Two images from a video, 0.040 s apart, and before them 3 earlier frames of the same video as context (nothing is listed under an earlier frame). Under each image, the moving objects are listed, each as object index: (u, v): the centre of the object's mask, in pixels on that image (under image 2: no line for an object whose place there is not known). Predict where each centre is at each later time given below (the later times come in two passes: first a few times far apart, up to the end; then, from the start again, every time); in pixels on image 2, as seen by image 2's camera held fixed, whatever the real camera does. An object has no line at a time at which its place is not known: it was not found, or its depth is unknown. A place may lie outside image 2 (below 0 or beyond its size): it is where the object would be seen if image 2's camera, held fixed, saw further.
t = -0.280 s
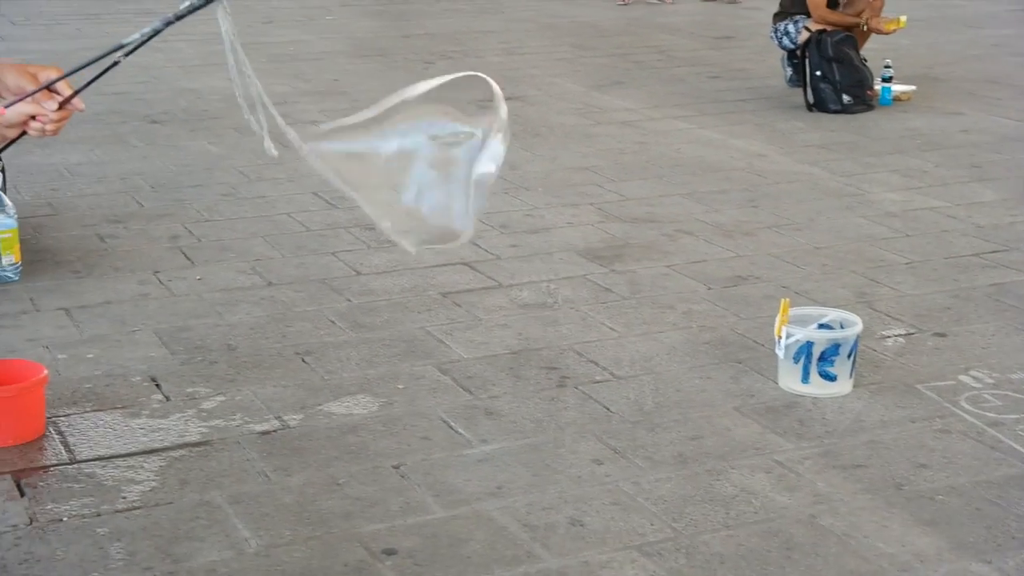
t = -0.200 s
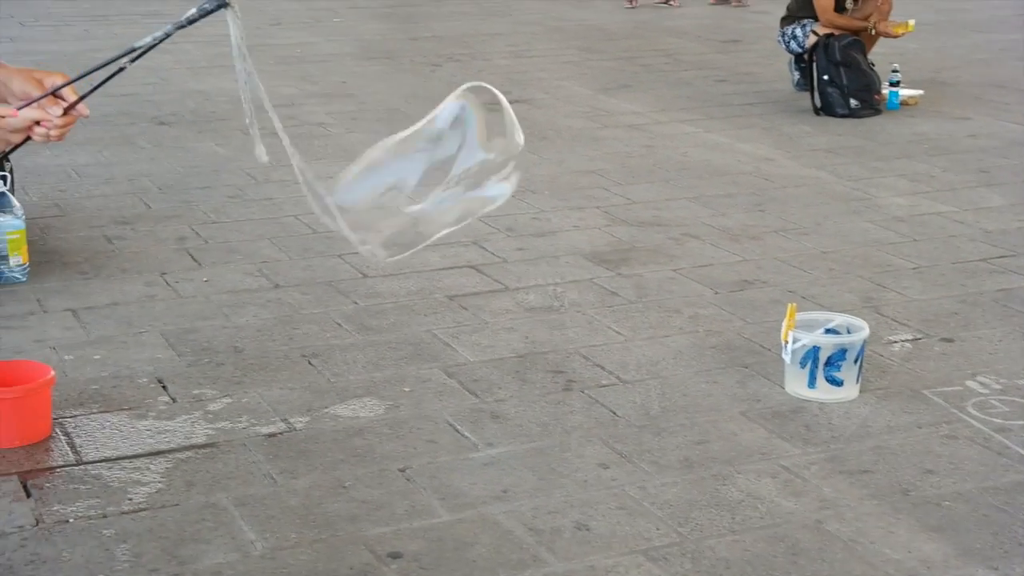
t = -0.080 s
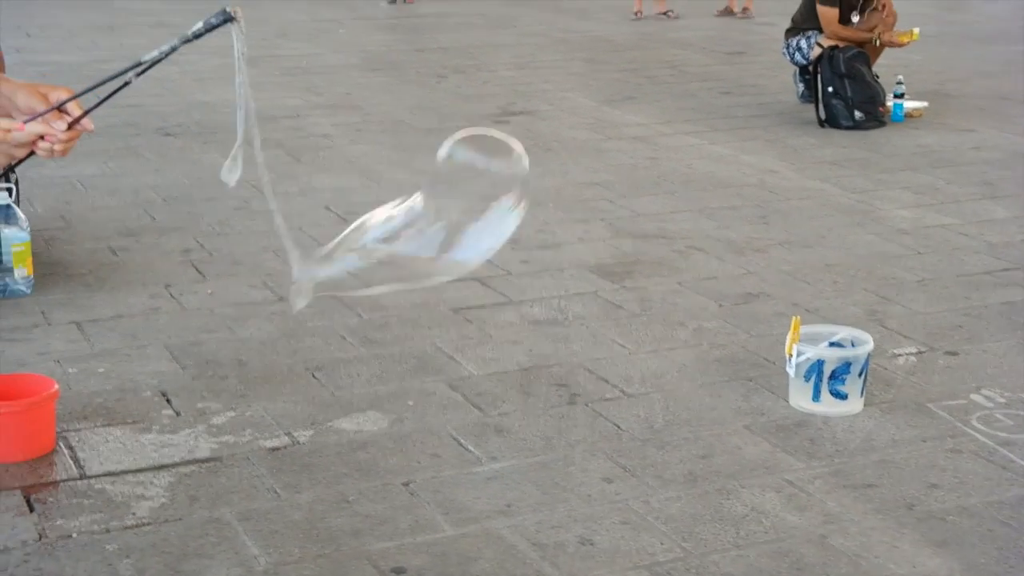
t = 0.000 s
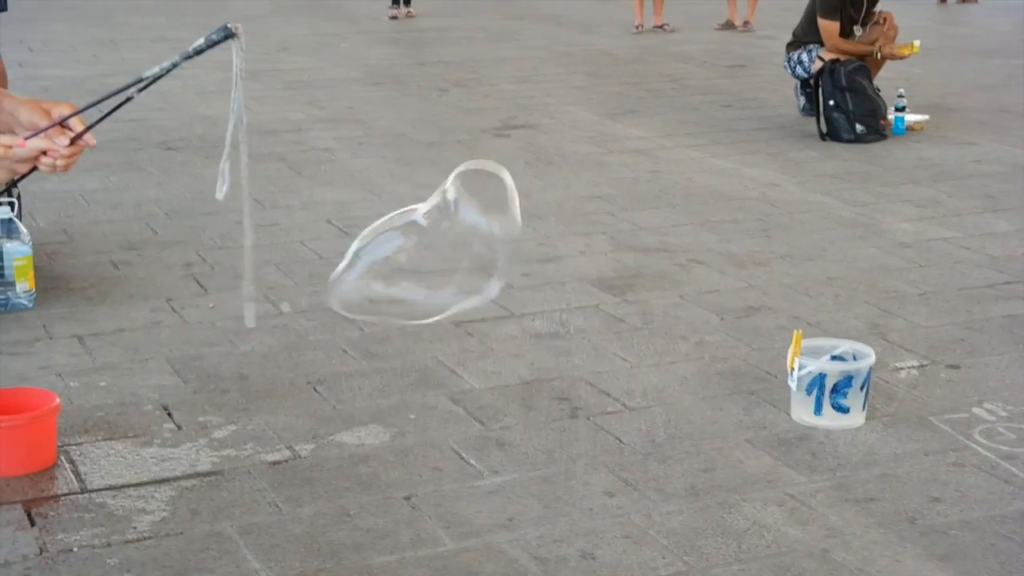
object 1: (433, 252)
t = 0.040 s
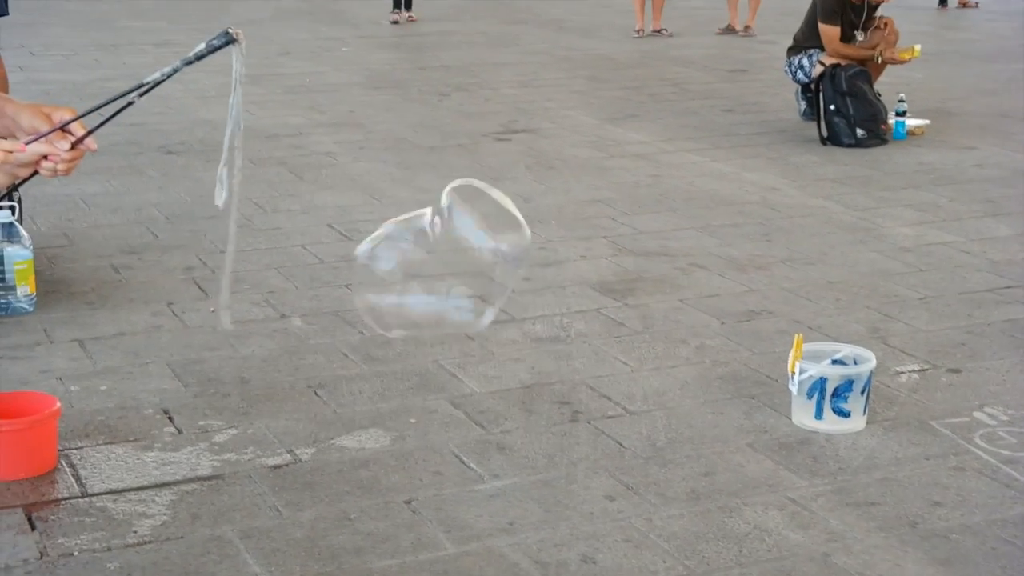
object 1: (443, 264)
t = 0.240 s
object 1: (474, 298)
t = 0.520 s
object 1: (532, 335)
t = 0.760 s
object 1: (584, 374)
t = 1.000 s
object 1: (640, 416)
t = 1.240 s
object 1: (697, 458)
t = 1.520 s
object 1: (774, 514)
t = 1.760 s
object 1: (845, 558)
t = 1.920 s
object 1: (906, 573)
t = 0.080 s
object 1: (451, 271)
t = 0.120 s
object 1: (458, 277)
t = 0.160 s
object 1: (461, 282)
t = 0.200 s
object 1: (469, 289)
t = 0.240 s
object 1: (474, 298)
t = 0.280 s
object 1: (481, 303)
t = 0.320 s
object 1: (487, 305)
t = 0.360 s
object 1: (494, 308)
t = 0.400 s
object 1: (505, 316)
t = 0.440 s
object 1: (515, 323)
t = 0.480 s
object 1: (524, 329)
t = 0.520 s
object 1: (532, 335)
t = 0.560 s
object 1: (537, 340)
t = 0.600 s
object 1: (545, 346)
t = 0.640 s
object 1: (552, 353)
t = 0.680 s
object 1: (564, 359)
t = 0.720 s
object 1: (575, 366)
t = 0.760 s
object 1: (584, 374)
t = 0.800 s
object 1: (591, 380)
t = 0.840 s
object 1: (601, 387)
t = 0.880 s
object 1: (610, 392)
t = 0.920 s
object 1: (620, 398)
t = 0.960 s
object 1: (629, 407)
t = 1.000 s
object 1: (640, 416)
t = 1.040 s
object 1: (650, 424)
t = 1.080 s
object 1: (661, 431)
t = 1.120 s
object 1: (669, 435)
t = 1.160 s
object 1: (676, 442)
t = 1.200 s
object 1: (685, 450)
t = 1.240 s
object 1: (697, 458)
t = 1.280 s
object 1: (708, 467)
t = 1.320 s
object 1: (717, 476)
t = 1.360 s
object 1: (728, 486)
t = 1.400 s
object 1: (739, 492)
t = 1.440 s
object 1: (750, 498)
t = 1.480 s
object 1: (762, 505)
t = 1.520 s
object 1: (774, 514)
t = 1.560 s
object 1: (787, 524)
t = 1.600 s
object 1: (801, 534)
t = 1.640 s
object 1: (814, 543)
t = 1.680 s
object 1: (824, 549)
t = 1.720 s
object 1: (834, 553)
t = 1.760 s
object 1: (845, 558)
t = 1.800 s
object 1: (856, 563)
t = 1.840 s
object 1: (867, 568)
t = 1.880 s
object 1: (880, 571)
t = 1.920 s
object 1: (906, 573)
